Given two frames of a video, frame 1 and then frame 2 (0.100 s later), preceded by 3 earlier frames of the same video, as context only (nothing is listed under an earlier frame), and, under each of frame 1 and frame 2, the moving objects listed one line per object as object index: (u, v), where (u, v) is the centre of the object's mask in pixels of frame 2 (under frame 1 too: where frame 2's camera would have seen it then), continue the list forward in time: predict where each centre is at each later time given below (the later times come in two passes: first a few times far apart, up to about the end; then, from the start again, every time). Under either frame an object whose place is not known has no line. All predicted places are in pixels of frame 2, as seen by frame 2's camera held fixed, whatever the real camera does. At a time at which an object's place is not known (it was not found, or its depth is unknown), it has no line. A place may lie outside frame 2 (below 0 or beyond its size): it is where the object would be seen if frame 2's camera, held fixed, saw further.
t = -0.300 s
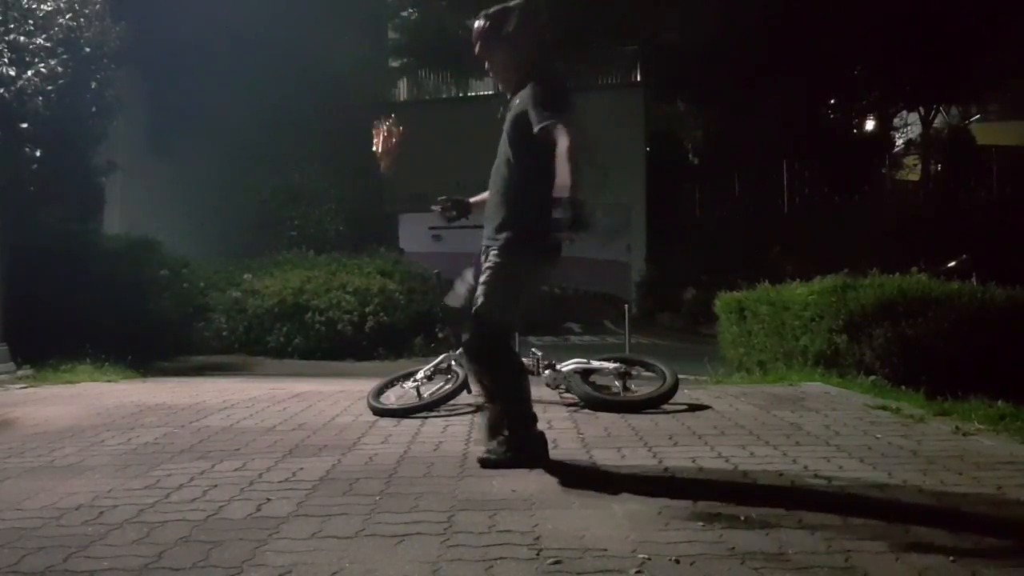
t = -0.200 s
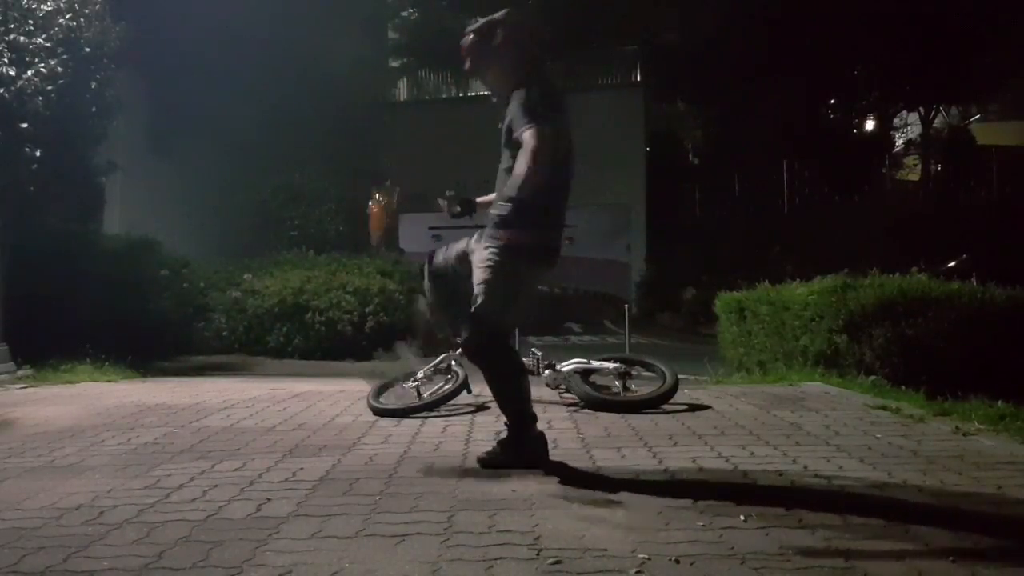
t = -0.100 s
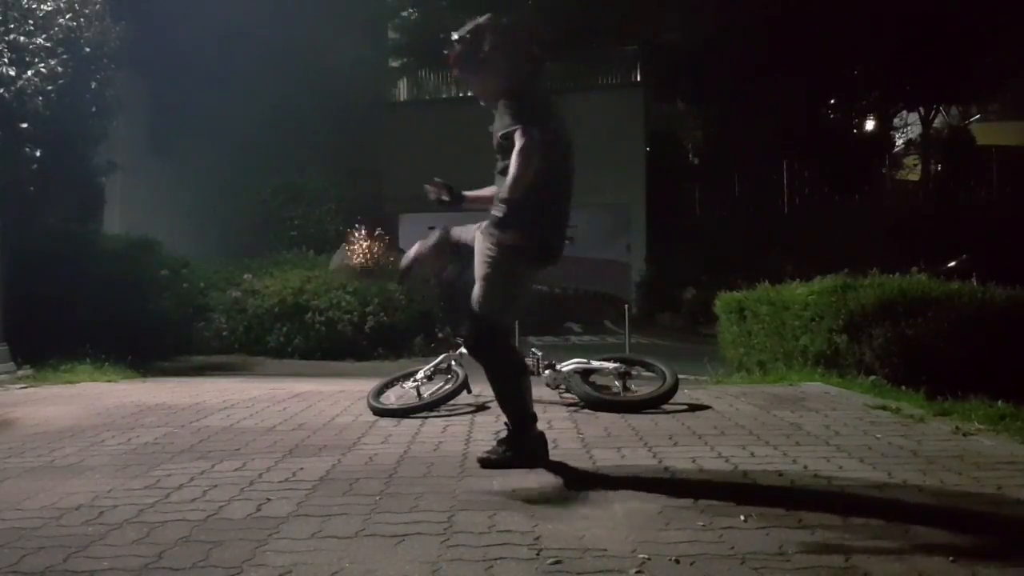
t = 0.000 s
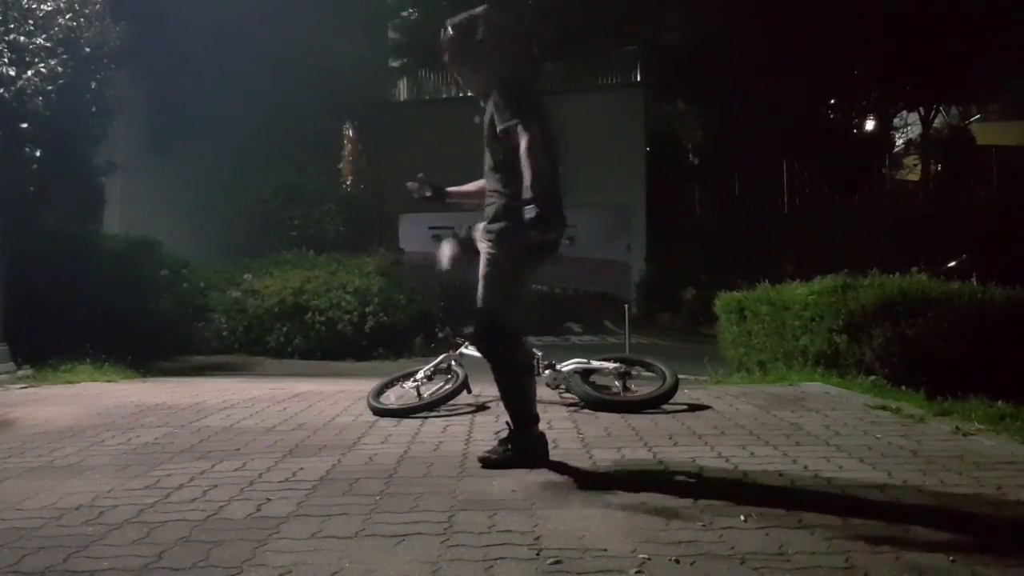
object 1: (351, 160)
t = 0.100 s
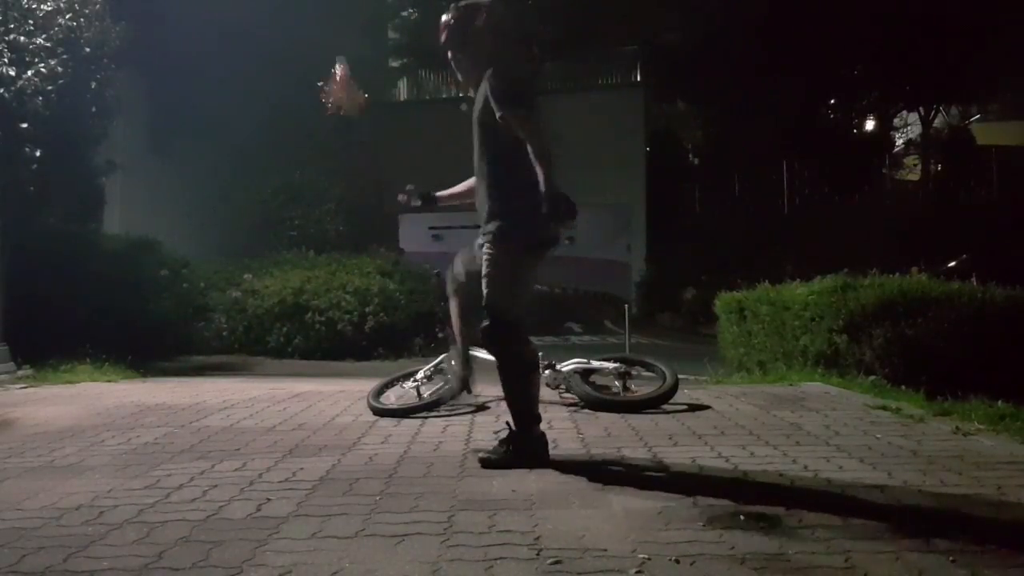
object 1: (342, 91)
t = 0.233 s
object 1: (323, 46)
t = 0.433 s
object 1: (298, 46)
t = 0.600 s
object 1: (297, 116)
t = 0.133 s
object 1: (338, 75)
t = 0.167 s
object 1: (332, 60)
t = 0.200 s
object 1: (328, 52)
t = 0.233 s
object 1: (323, 46)
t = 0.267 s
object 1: (321, 42)
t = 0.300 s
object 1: (320, 40)
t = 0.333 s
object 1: (315, 36)
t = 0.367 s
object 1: (309, 37)
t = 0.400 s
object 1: (303, 41)
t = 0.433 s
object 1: (298, 46)
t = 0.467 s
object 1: (295, 53)
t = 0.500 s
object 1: (291, 62)
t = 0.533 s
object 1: (294, 75)
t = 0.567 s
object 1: (295, 93)
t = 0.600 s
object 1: (297, 116)
